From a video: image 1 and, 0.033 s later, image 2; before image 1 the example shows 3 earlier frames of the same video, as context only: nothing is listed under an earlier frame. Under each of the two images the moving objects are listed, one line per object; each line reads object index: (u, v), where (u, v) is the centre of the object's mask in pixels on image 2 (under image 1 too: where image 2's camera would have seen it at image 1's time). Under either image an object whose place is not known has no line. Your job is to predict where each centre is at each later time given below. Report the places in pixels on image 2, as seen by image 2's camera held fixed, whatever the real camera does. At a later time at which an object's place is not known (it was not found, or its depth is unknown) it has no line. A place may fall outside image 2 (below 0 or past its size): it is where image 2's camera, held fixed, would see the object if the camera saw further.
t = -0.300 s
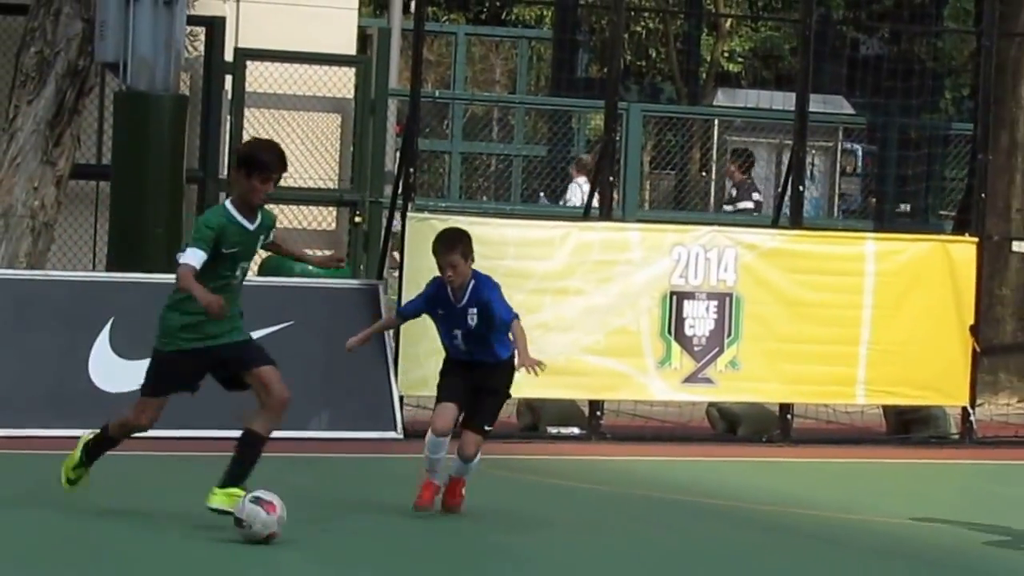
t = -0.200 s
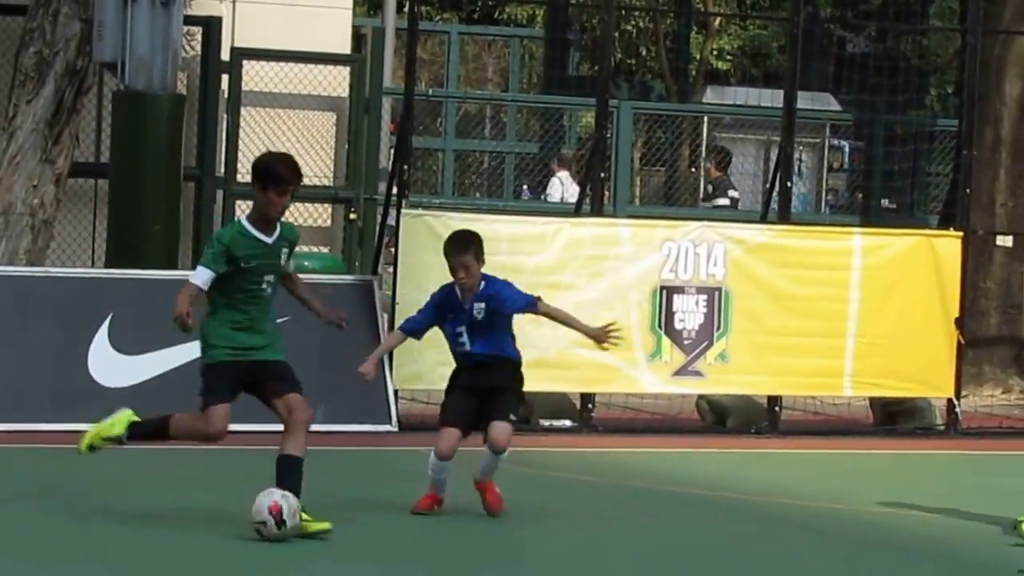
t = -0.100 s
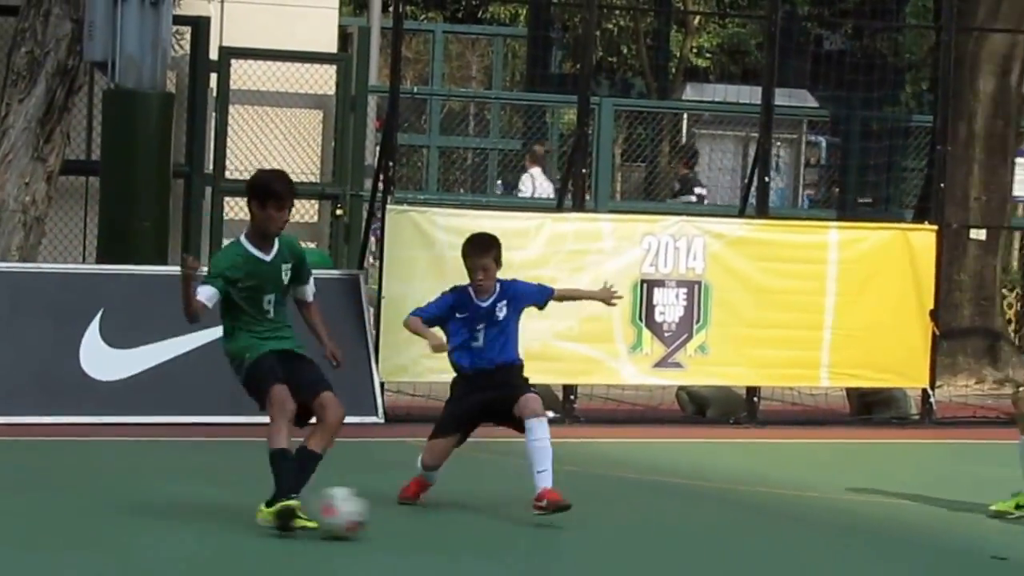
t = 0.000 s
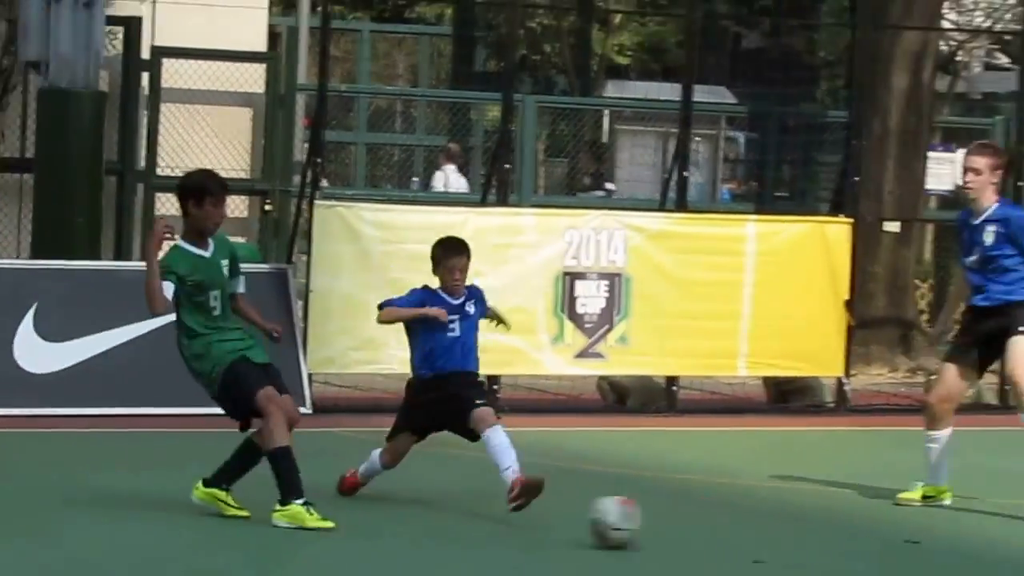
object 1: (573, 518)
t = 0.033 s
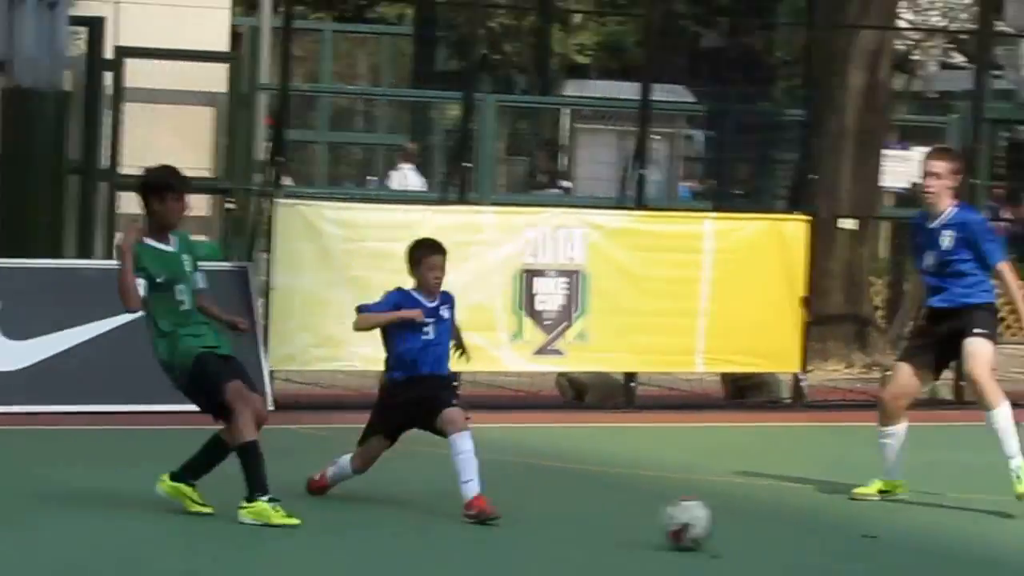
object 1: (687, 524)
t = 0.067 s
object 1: (800, 531)
